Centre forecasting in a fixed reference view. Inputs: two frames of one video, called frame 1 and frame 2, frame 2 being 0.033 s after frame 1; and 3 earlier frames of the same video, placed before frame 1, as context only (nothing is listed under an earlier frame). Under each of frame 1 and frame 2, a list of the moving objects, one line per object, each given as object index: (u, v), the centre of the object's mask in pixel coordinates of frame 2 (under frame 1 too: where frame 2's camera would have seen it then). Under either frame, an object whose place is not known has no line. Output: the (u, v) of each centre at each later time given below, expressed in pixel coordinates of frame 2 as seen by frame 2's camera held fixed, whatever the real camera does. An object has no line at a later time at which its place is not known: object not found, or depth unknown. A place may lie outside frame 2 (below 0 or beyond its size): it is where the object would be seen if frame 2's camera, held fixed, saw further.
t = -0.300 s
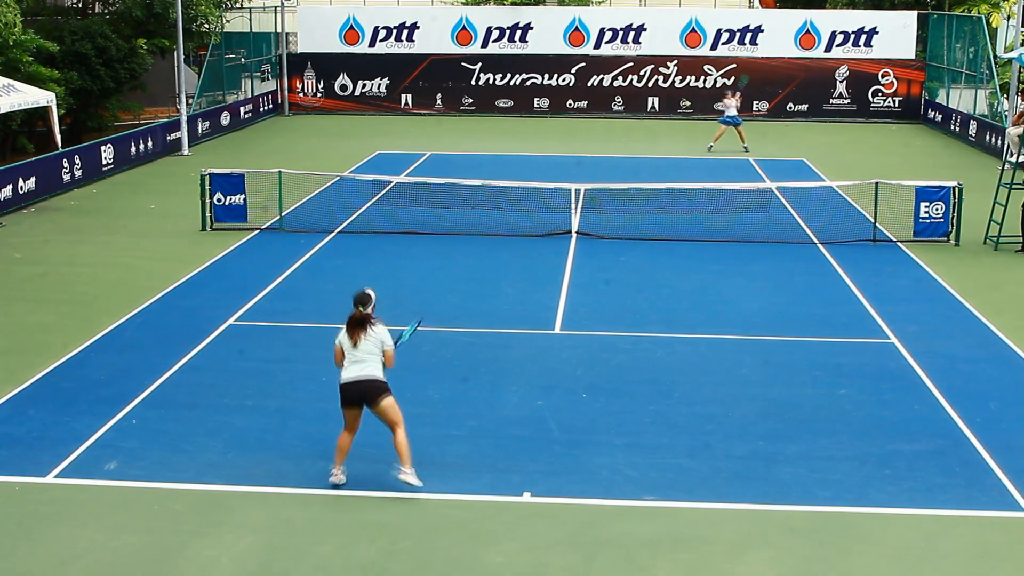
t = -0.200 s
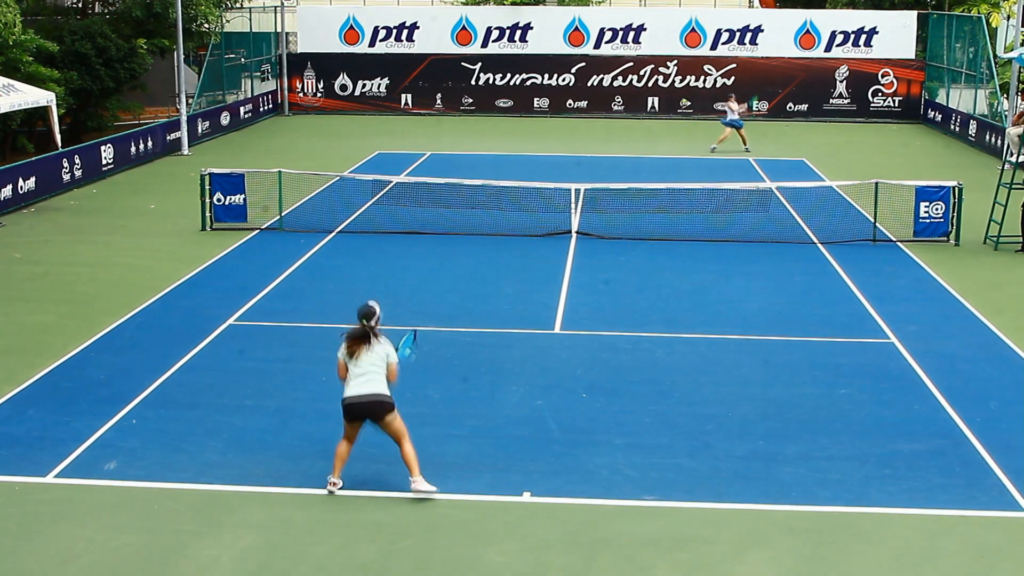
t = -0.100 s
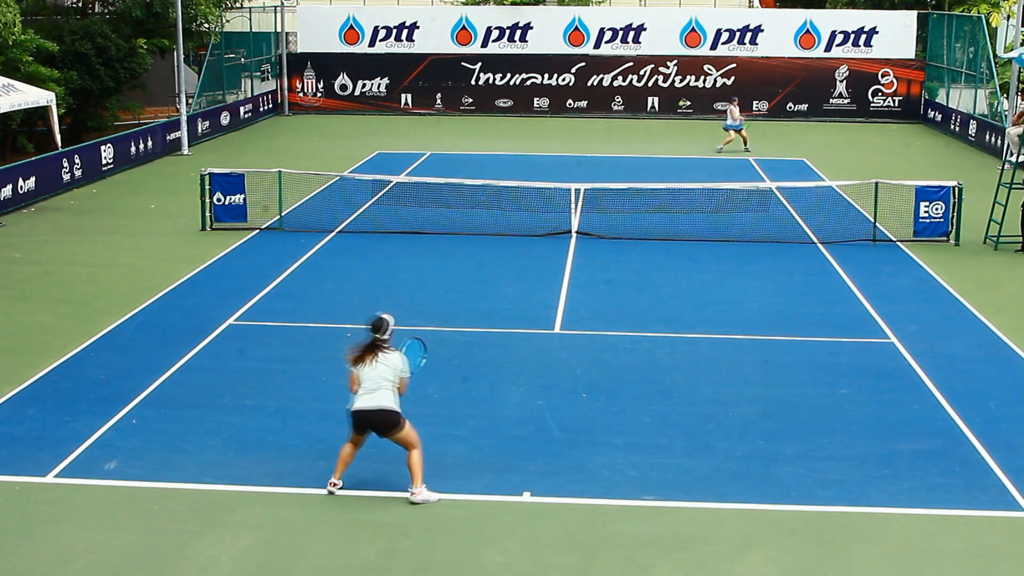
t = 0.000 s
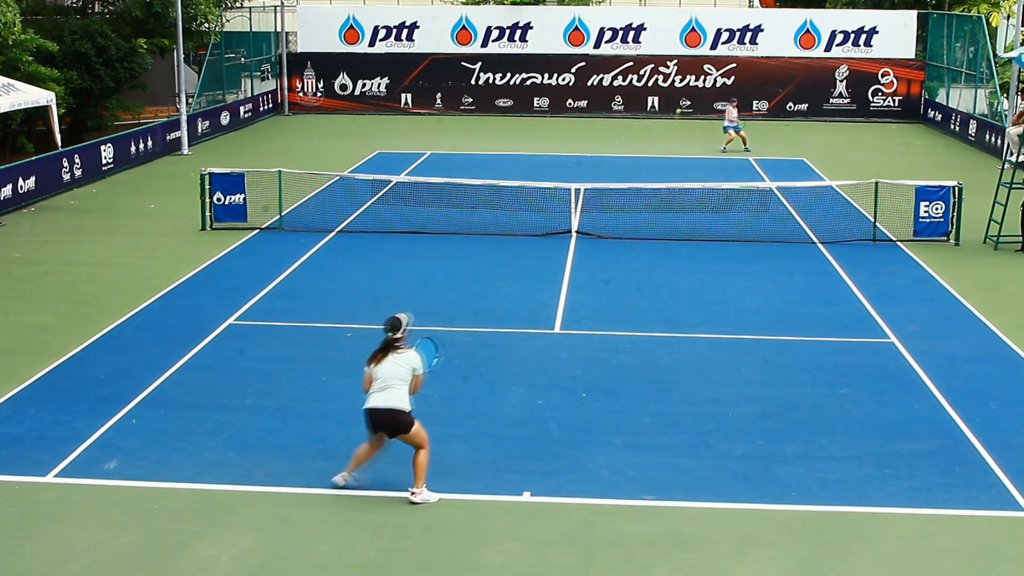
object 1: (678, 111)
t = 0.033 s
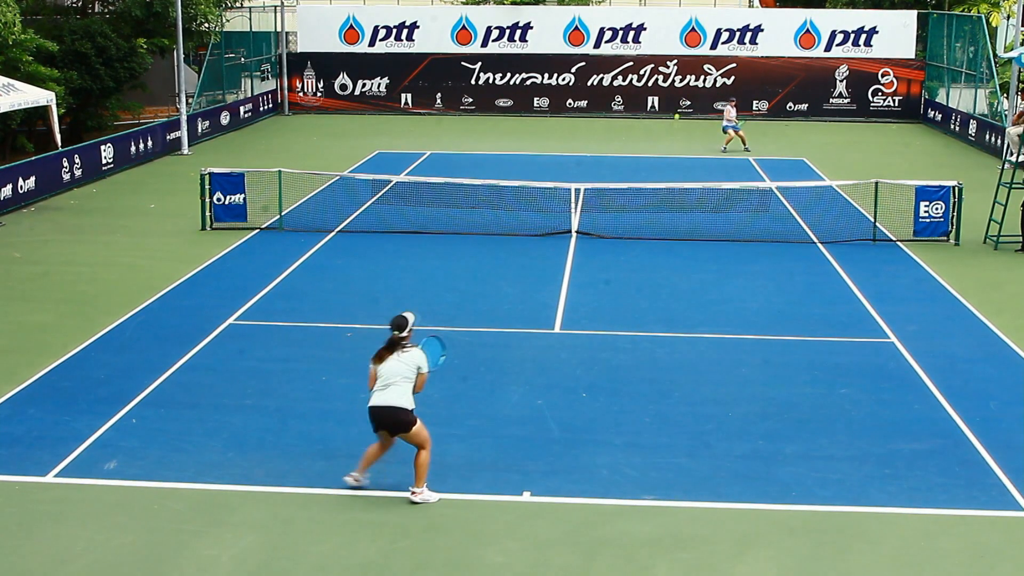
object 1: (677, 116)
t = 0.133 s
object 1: (673, 138)
